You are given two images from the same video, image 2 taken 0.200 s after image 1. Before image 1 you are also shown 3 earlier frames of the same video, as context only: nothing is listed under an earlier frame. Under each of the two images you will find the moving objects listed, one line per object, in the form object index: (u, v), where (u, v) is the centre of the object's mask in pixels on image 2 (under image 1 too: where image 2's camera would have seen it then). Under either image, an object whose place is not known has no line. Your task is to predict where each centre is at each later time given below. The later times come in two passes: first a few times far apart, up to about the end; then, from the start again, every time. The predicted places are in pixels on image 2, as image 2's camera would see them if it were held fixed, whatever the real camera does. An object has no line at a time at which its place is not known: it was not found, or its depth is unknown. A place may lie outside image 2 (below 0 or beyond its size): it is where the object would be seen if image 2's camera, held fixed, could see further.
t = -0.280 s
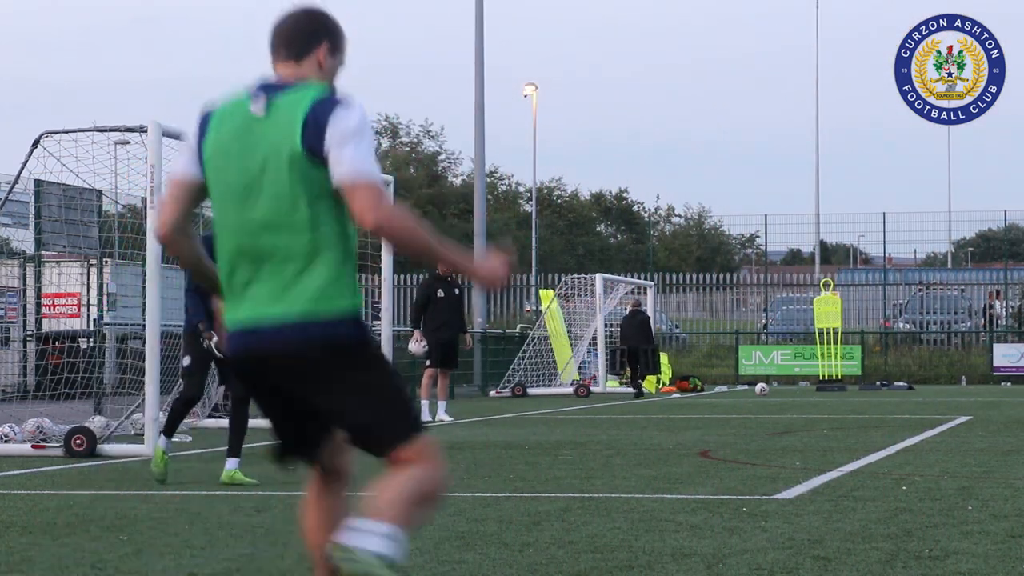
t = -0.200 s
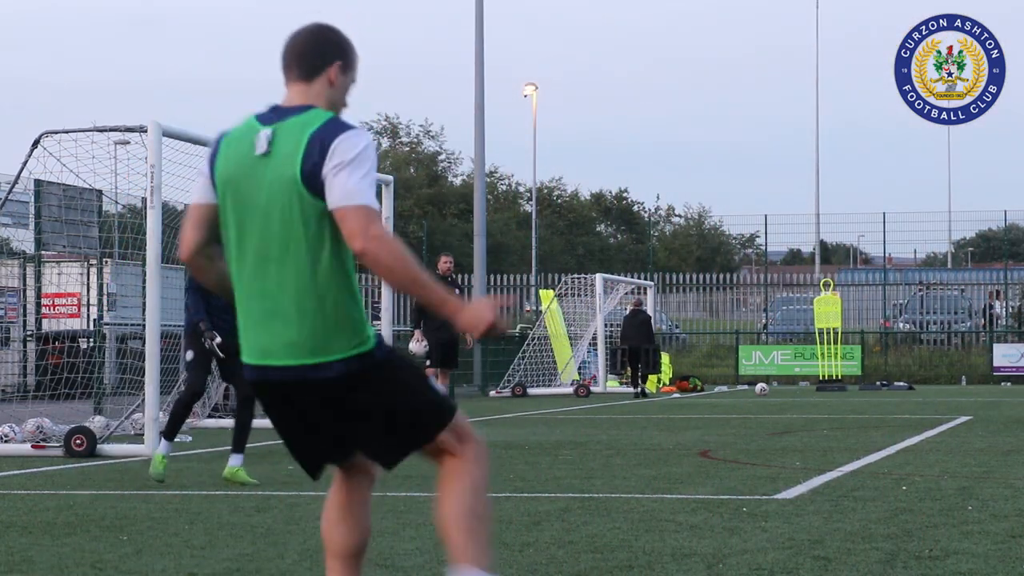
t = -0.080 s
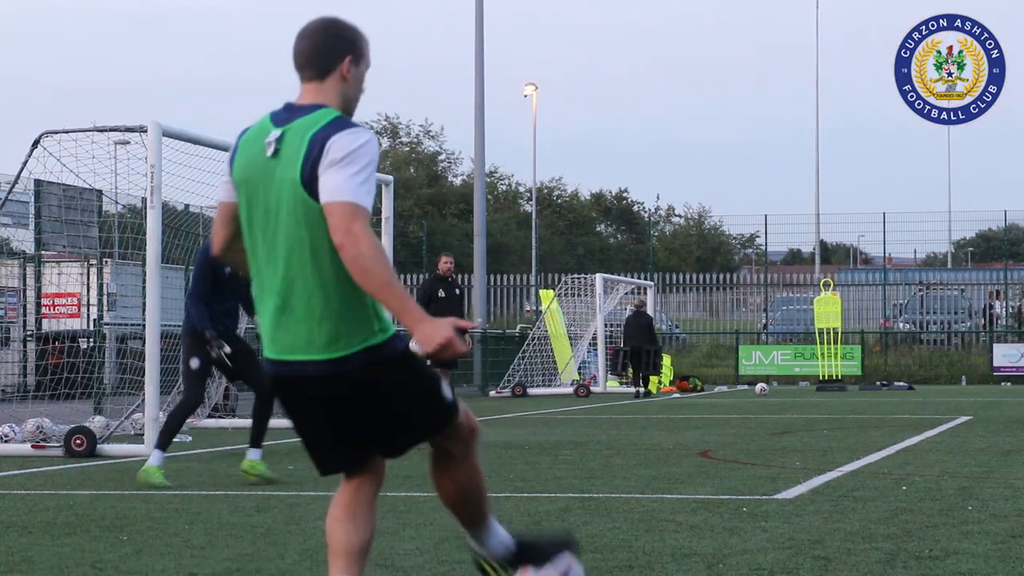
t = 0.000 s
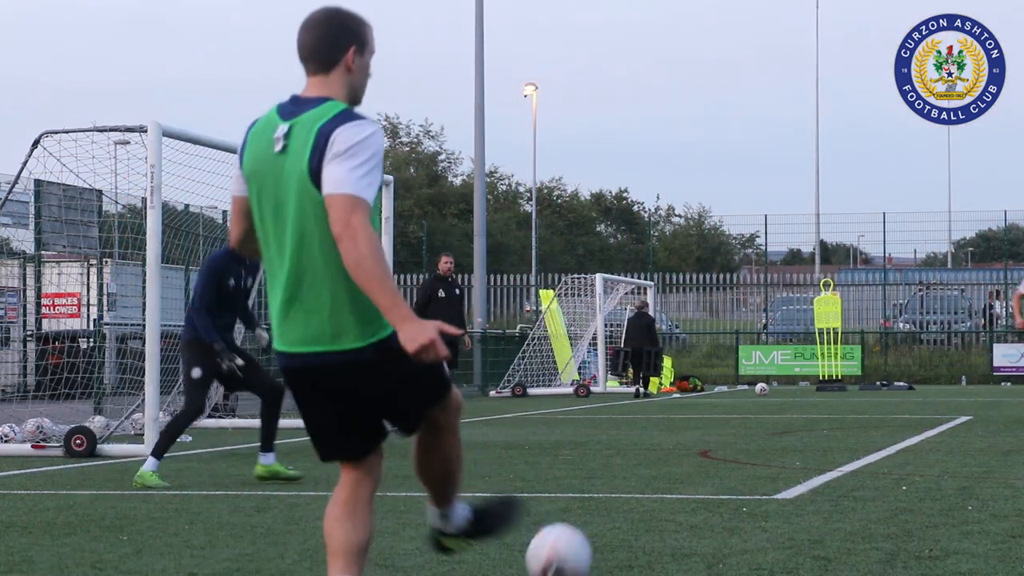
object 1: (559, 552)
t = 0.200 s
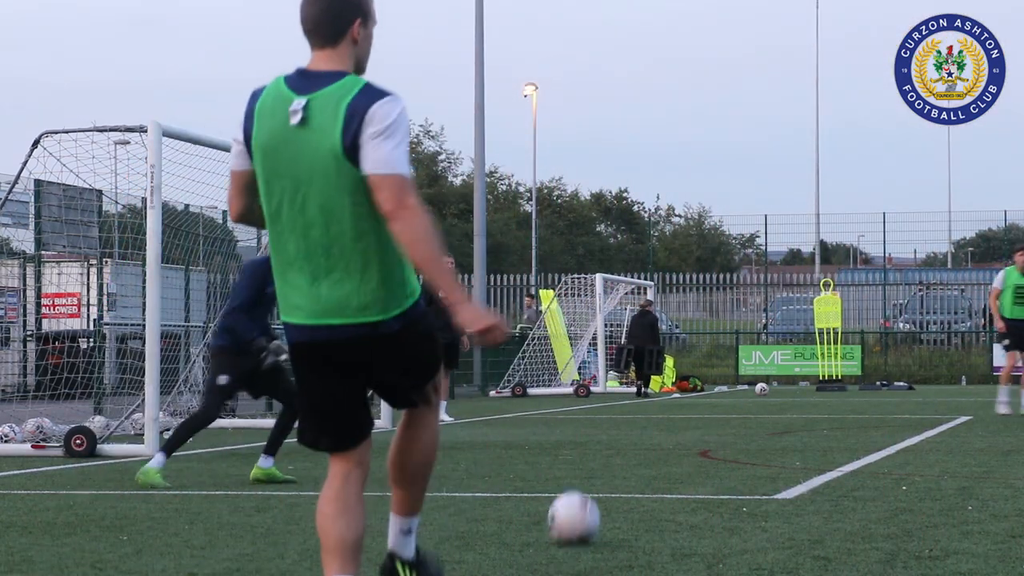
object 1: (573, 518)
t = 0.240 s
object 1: (575, 508)
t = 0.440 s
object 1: (581, 487)
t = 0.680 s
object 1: (584, 465)
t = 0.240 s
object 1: (575, 508)
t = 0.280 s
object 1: (576, 501)
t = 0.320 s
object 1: (578, 498)
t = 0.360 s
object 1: (579, 497)
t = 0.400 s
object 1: (581, 491)
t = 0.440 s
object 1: (581, 487)
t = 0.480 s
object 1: (582, 484)
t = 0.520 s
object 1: (583, 479)
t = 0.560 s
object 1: (583, 476)
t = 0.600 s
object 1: (584, 475)
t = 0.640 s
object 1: (583, 470)
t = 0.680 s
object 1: (584, 465)
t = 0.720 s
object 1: (583, 464)
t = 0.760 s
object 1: (584, 465)
